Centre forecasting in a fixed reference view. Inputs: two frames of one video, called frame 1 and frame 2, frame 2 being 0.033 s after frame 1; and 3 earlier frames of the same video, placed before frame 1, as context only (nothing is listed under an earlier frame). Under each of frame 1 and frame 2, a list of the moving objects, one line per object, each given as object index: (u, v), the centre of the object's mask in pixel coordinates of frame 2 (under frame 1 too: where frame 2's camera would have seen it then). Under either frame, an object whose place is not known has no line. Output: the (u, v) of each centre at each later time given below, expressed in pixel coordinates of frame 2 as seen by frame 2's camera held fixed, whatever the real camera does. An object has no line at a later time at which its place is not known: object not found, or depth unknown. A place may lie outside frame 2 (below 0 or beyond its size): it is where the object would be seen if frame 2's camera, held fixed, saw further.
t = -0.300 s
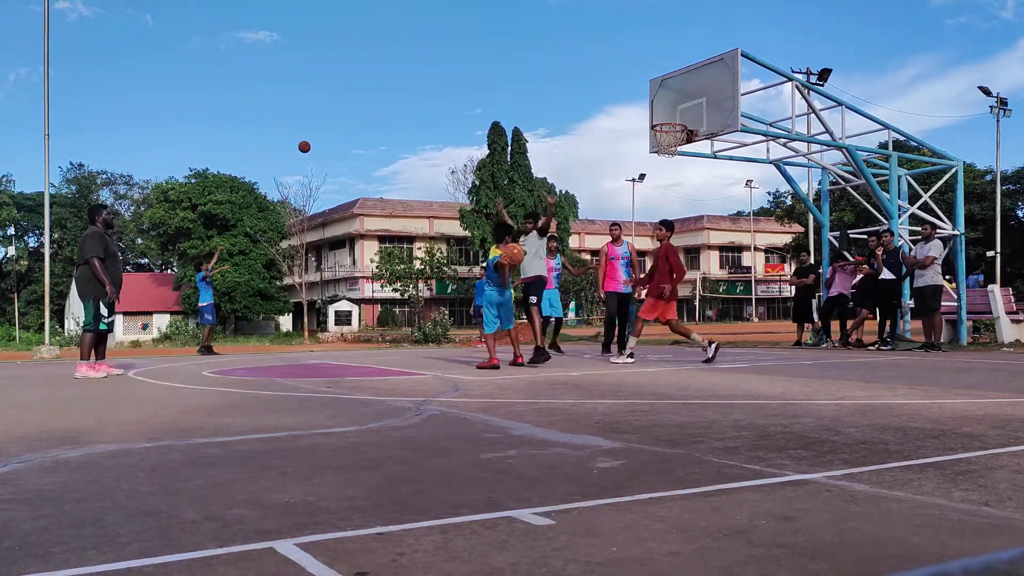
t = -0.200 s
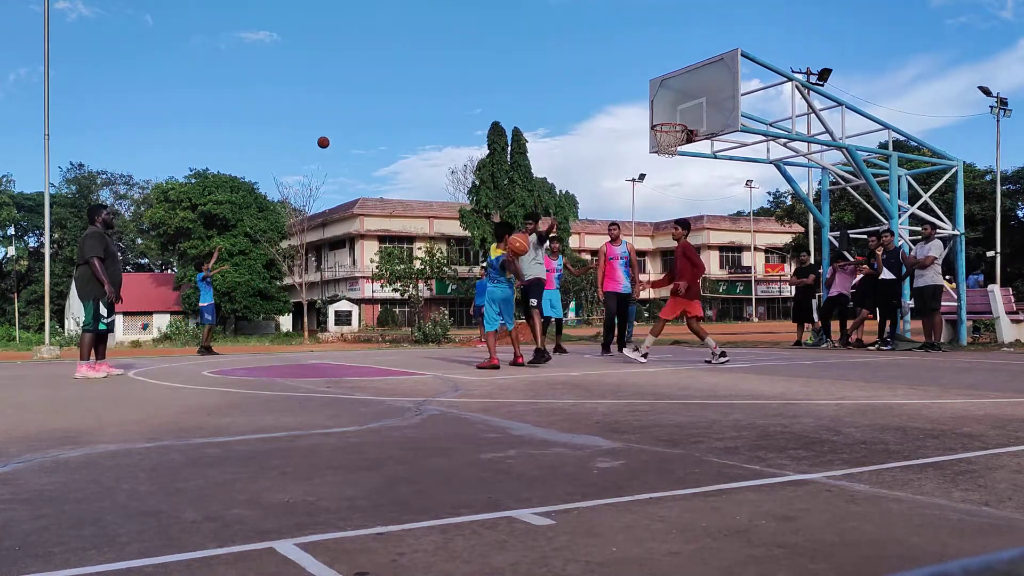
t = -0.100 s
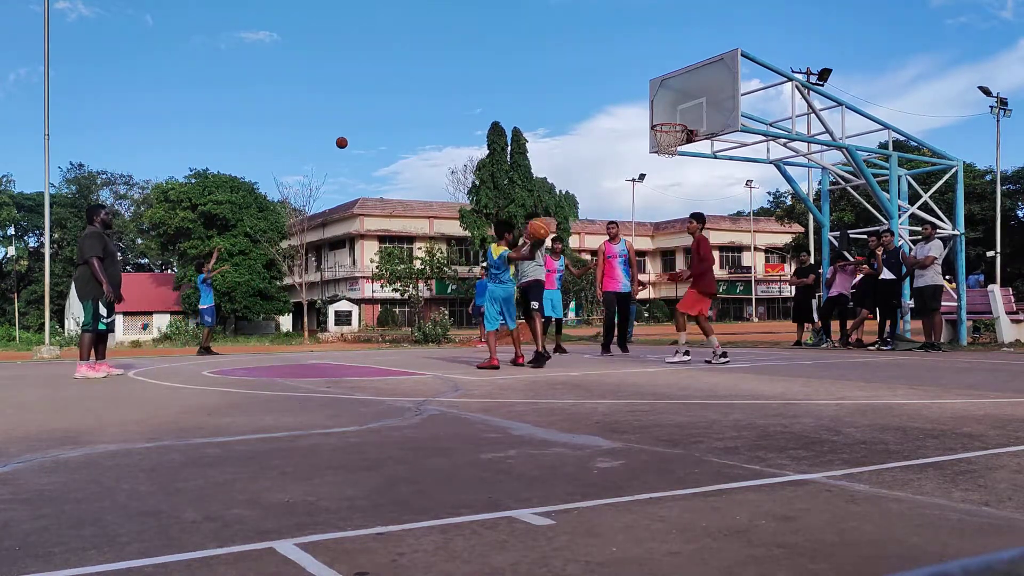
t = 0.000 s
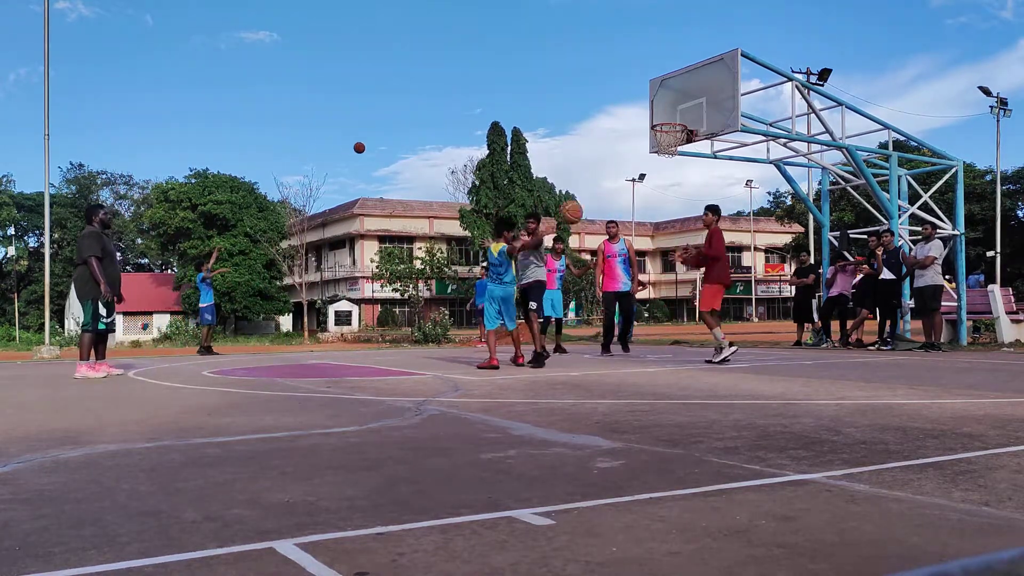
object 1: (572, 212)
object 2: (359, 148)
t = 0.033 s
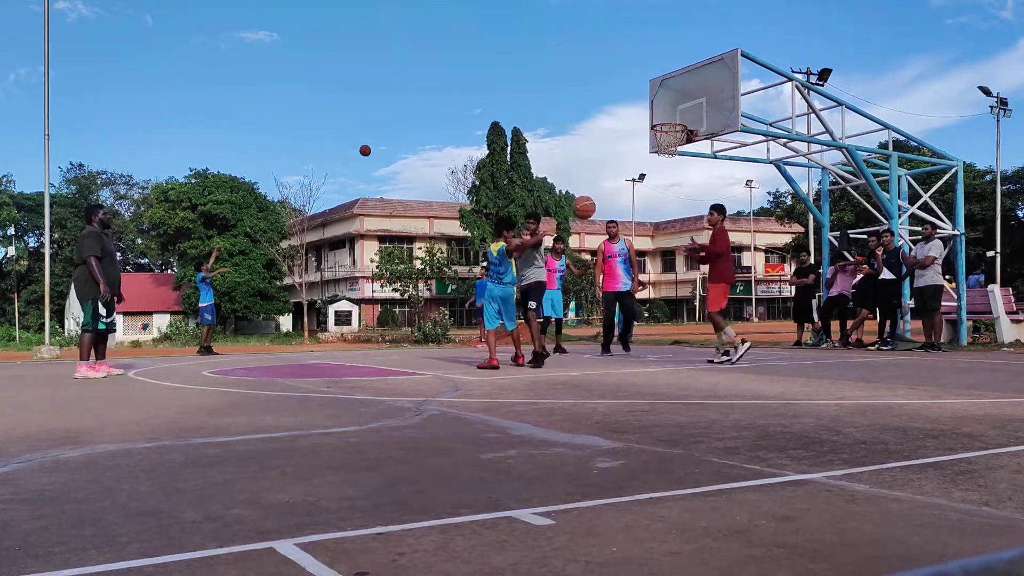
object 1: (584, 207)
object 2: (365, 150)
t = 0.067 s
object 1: (596, 203)
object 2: (371, 154)
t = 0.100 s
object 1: (609, 200)
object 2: (376, 157)
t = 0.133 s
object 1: (621, 199)
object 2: (382, 161)
